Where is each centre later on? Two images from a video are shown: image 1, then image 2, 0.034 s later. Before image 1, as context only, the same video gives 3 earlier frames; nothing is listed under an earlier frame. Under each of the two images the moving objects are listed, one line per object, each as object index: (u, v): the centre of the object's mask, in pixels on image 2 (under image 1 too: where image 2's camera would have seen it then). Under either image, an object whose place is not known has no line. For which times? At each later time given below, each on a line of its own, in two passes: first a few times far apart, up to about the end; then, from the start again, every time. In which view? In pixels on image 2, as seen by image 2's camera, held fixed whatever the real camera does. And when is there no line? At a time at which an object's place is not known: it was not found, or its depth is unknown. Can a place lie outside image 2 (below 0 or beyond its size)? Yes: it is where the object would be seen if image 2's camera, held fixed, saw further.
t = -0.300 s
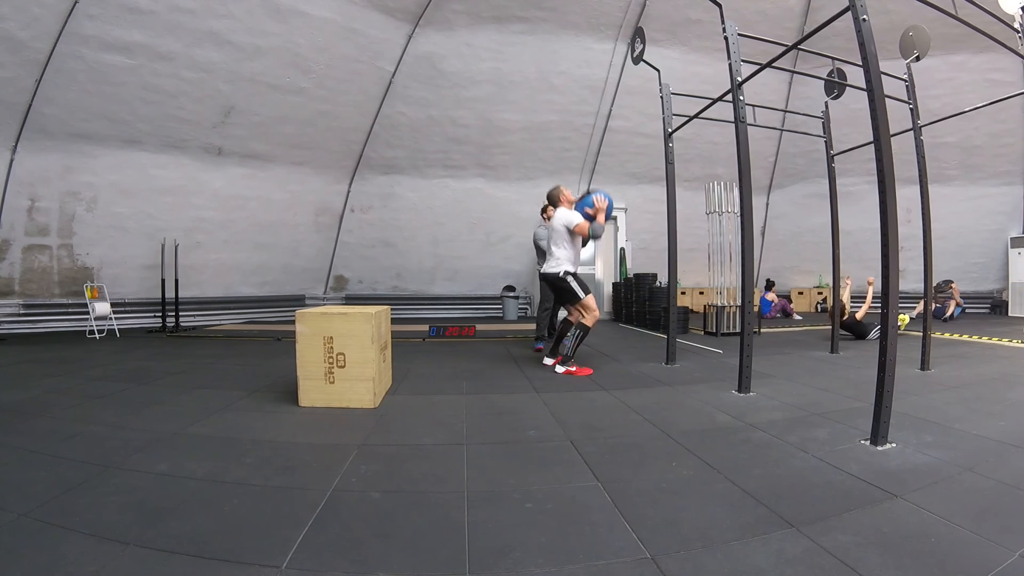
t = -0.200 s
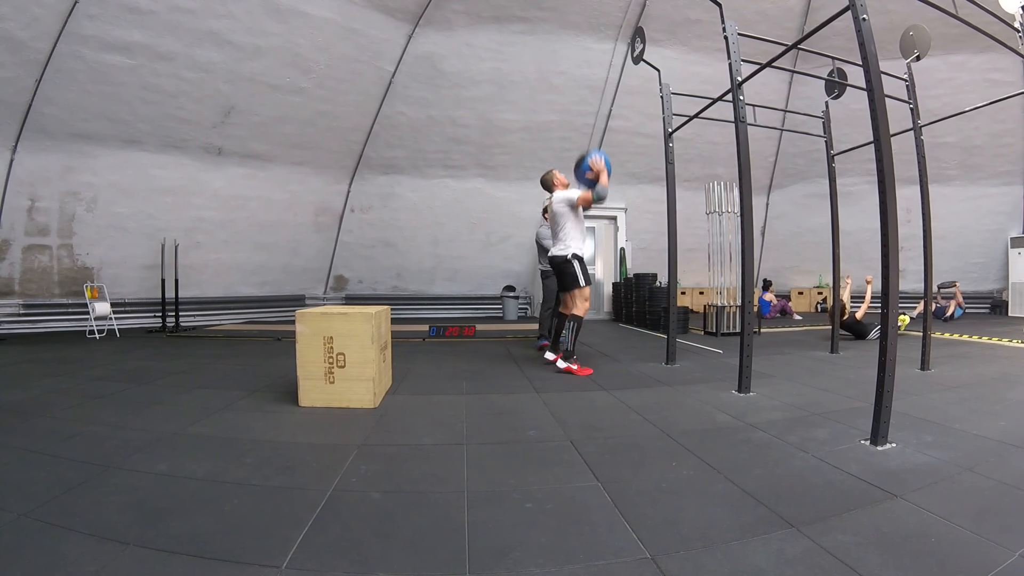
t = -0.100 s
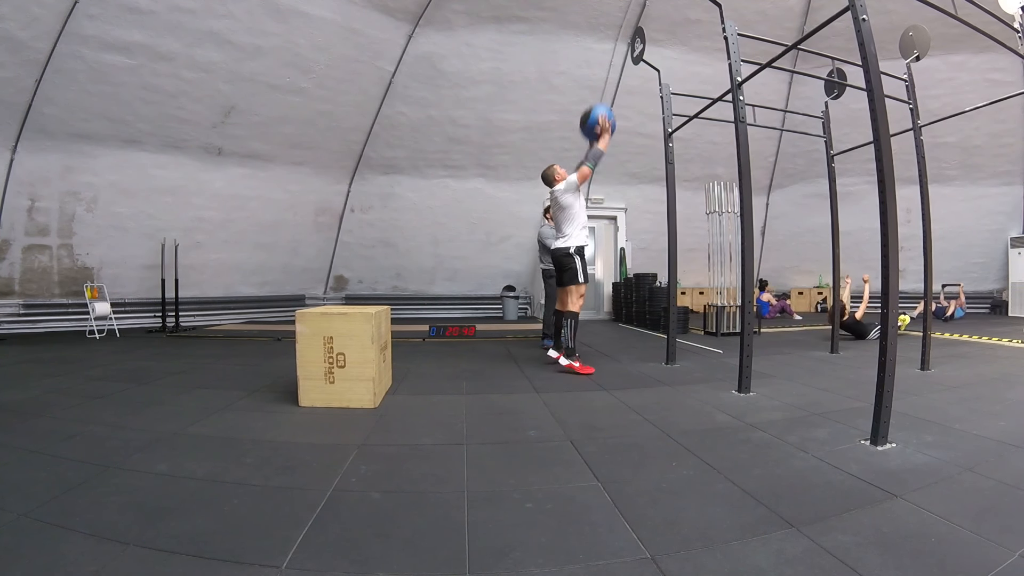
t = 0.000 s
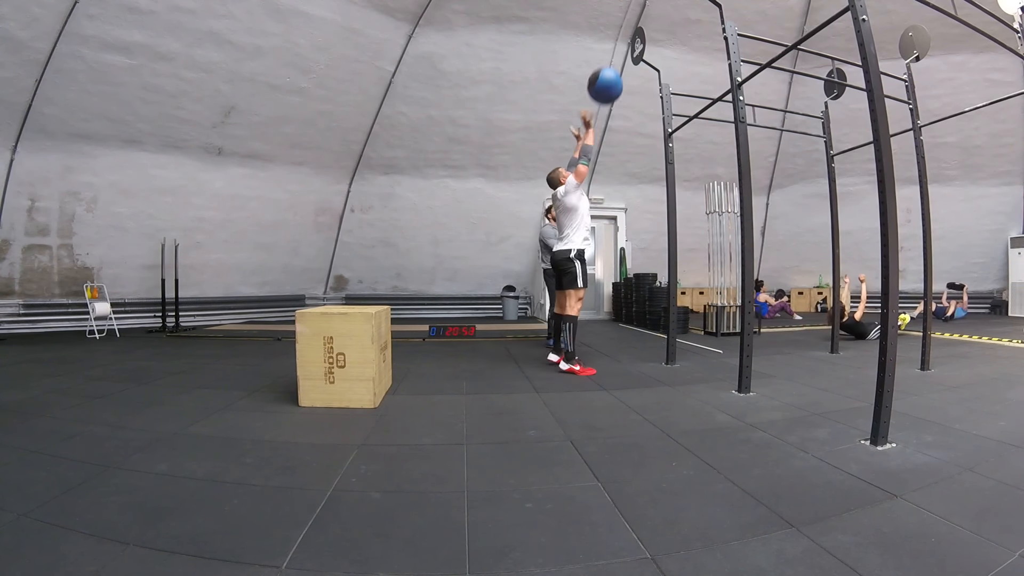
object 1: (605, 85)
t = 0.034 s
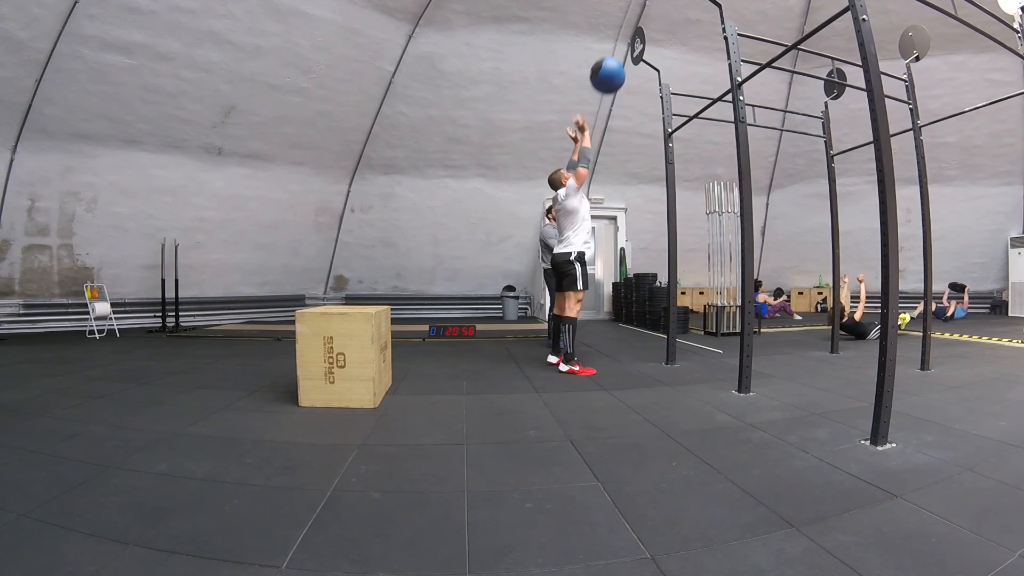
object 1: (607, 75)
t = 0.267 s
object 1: (624, 35)
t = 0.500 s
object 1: (614, 40)
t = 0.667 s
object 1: (606, 74)
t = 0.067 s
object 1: (610, 66)
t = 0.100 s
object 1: (612, 58)
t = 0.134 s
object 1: (615, 51)
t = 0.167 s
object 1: (617, 46)
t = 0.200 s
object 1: (620, 41)
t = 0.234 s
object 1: (622, 37)
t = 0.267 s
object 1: (624, 35)
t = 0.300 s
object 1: (624, 33)
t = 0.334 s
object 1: (623, 32)
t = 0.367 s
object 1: (621, 32)
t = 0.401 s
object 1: (619, 33)
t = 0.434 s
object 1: (617, 34)
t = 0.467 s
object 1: (616, 37)
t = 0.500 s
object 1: (614, 40)
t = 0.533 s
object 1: (612, 45)
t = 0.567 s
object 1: (611, 51)
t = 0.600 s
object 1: (610, 57)
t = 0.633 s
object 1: (608, 65)
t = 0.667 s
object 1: (606, 74)
